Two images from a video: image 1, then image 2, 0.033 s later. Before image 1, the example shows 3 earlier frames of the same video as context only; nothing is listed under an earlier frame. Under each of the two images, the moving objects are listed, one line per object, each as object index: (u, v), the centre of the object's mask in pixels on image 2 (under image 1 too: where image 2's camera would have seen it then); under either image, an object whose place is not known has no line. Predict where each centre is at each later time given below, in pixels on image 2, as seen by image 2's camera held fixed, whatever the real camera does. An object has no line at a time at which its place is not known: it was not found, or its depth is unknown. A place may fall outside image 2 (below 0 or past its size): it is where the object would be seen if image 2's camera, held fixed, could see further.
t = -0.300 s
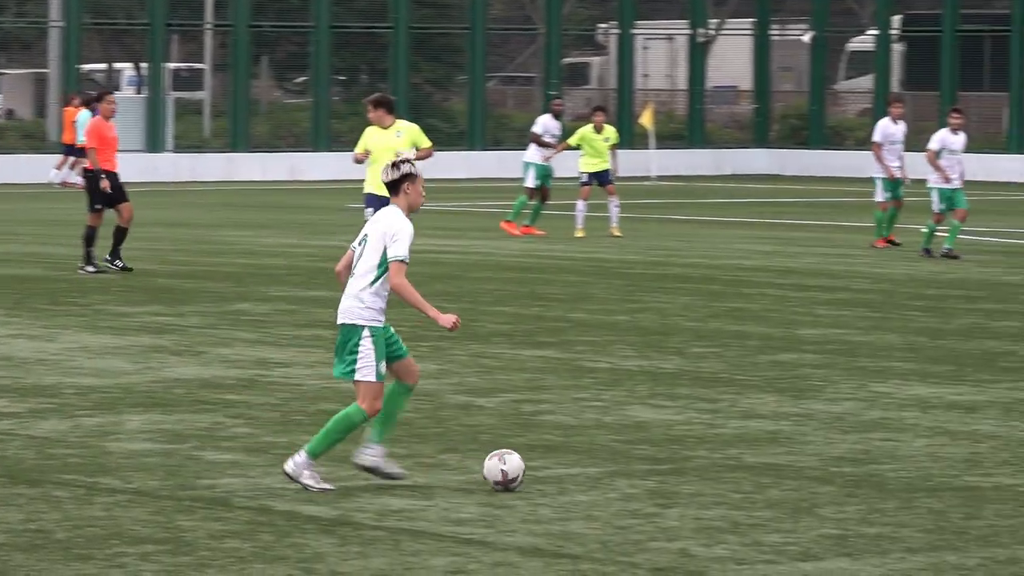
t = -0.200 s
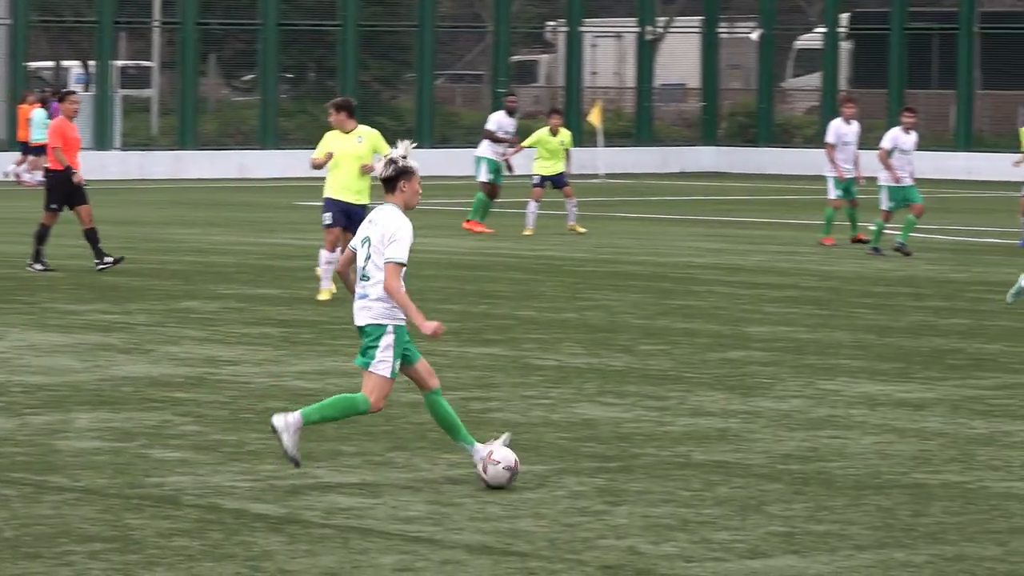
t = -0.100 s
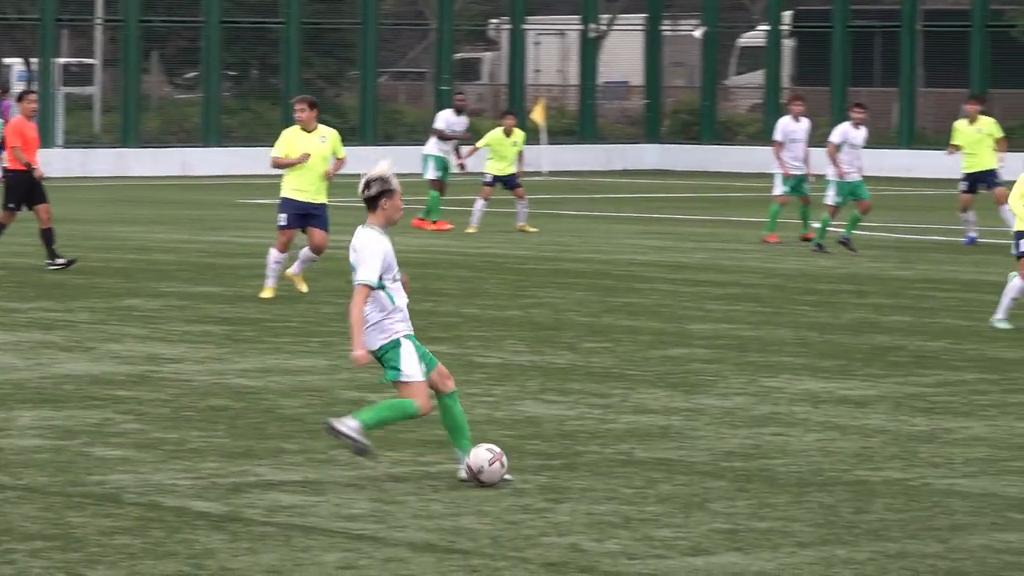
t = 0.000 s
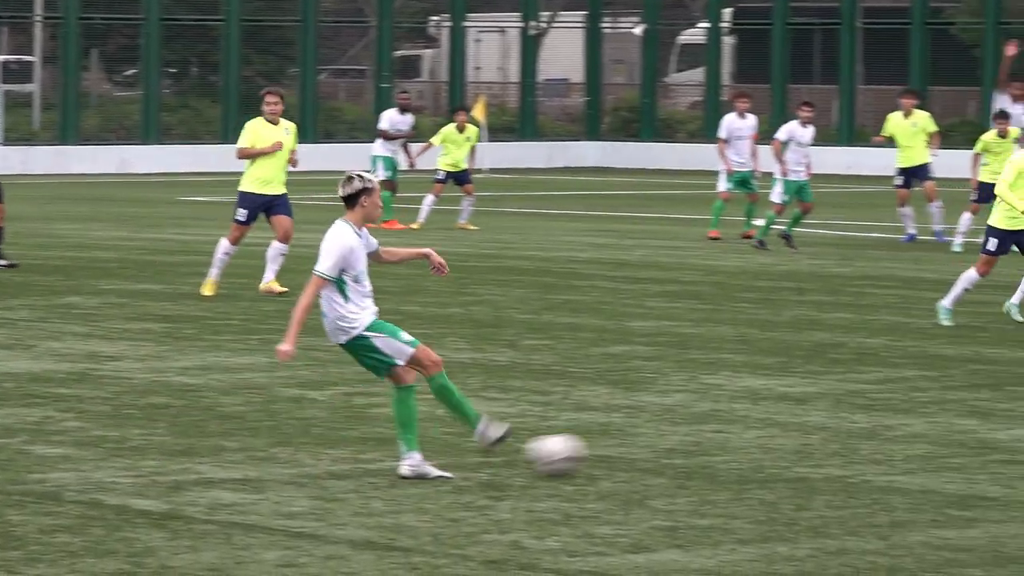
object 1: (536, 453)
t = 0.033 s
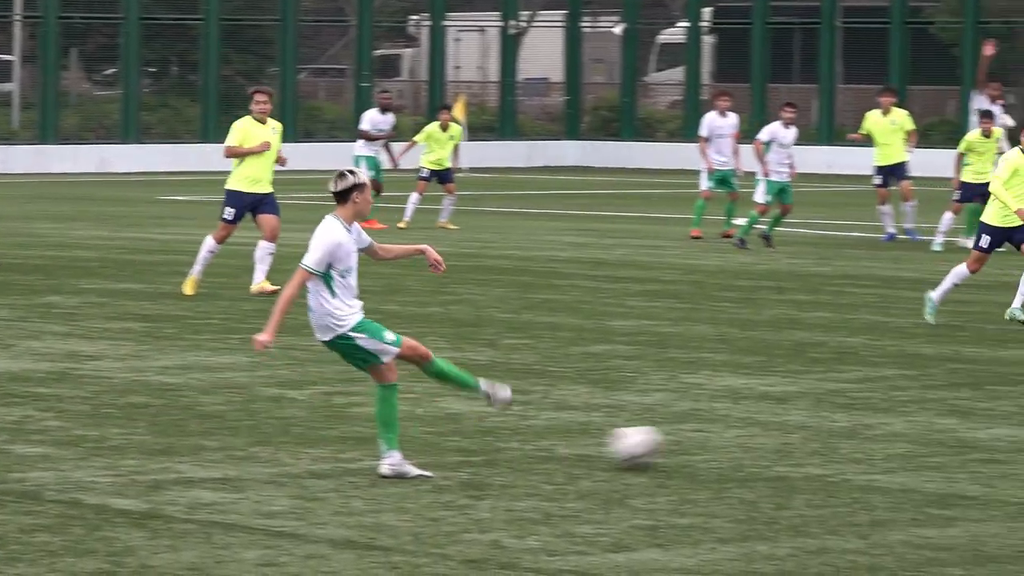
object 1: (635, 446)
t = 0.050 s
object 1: (683, 443)
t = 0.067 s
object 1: (730, 442)
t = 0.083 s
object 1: (775, 441)
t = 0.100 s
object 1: (821, 438)
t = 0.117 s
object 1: (864, 433)
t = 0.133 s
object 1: (905, 430)
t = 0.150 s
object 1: (948, 426)
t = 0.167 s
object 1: (988, 423)
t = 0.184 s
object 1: (1028, 422)
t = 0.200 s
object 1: (1067, 420)
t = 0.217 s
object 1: (1106, 421)
